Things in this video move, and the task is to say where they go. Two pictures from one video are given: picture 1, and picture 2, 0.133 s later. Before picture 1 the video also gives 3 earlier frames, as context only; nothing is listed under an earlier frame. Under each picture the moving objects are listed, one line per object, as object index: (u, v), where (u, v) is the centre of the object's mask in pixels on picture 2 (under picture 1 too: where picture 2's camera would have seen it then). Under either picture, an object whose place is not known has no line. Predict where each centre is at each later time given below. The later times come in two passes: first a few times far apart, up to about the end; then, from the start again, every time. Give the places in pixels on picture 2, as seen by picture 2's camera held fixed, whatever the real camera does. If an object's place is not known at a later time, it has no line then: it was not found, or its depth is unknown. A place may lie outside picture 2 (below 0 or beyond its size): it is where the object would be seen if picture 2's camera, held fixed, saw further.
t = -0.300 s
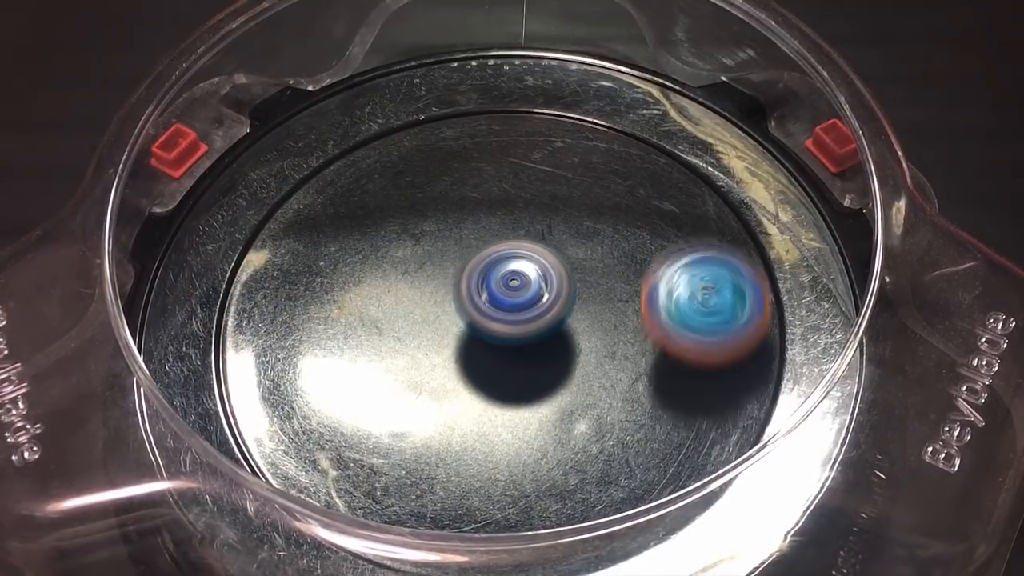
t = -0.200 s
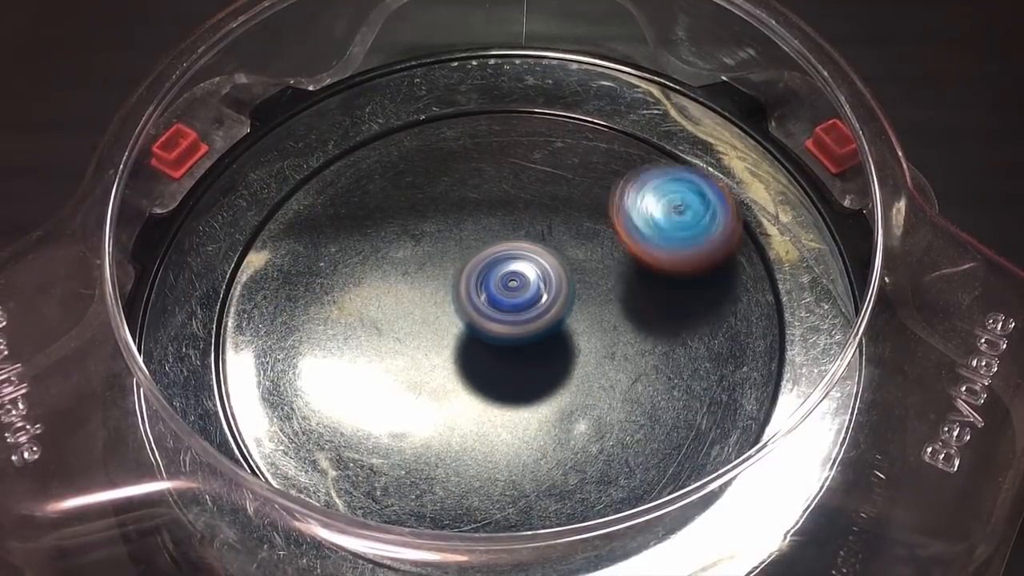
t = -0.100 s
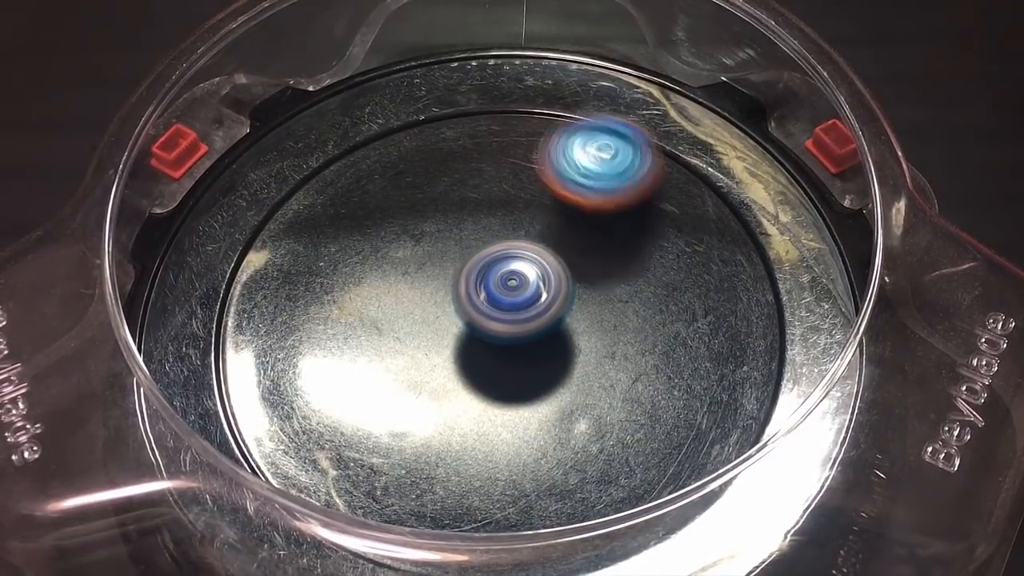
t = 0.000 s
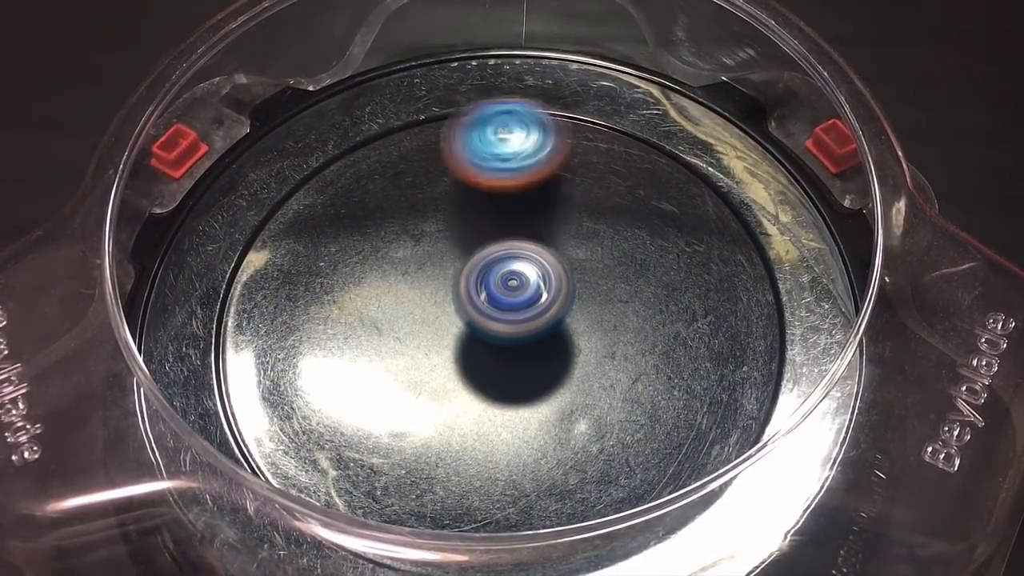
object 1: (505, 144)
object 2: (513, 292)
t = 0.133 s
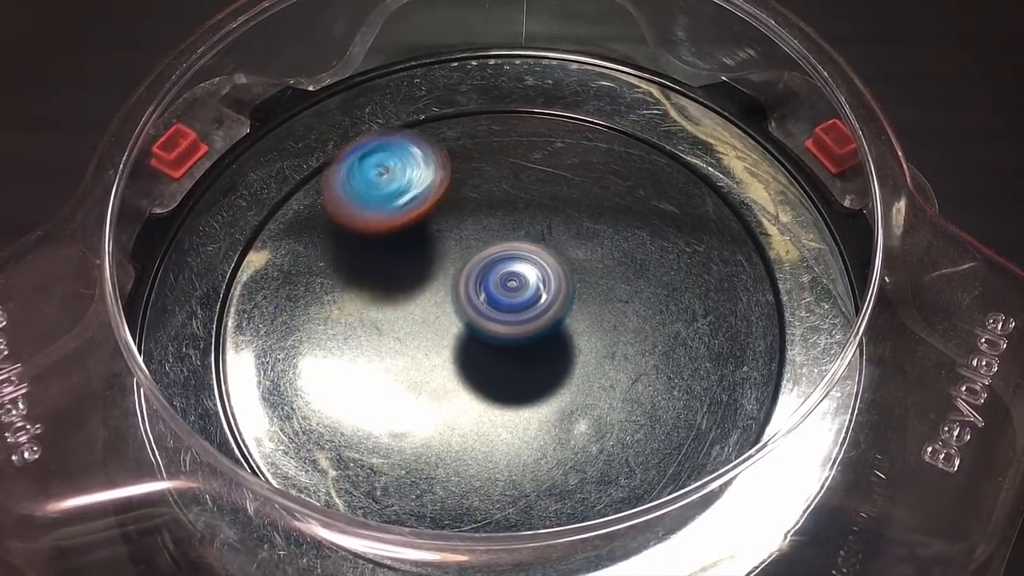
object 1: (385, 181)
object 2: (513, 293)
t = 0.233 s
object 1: (328, 252)
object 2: (512, 293)
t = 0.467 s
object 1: (408, 445)
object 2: (508, 292)
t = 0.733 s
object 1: (664, 376)
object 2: (503, 290)
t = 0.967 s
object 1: (626, 202)
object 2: (497, 288)
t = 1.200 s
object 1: (431, 176)
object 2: (490, 288)
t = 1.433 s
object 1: (324, 324)
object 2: (485, 291)
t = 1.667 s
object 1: (479, 455)
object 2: (483, 291)
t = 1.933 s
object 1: (668, 328)
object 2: (482, 296)
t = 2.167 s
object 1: (576, 190)
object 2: (486, 299)
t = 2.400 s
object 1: (392, 204)
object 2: (495, 299)
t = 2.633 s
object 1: (343, 365)
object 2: (504, 296)
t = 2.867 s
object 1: (525, 444)
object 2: (508, 294)
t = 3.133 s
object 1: (663, 293)
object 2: (511, 292)
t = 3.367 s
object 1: (549, 180)
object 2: (512, 290)
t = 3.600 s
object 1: (377, 224)
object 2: (509, 289)
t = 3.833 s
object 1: (365, 386)
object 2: (505, 287)
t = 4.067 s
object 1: (554, 437)
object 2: (500, 286)
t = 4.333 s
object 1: (657, 280)
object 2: (492, 286)
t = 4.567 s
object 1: (528, 184)
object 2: (486, 290)
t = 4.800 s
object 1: (370, 241)
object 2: (482, 294)
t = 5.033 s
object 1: (379, 395)
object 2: (484, 297)
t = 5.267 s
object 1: (564, 424)
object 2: (487, 300)
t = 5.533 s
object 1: (638, 264)
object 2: (496, 298)
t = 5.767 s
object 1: (504, 186)
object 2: (503, 295)
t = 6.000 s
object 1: (366, 260)
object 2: (507, 292)
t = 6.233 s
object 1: (411, 408)
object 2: (509, 290)
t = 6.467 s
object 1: (590, 404)
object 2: (509, 289)
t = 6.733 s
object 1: (625, 246)
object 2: (507, 288)
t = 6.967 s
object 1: (497, 184)
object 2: (482, 293)
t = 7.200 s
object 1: (368, 248)
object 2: (468, 324)
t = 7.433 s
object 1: (375, 385)
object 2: (503, 358)
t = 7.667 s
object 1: (504, 429)
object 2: (576, 332)
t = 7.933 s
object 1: (577, 360)
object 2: (605, 236)
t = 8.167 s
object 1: (473, 292)
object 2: (557, 211)
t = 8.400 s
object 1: (372, 327)
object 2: (509, 248)
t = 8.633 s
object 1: (437, 406)
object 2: (483, 303)
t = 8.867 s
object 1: (548, 385)
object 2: (507, 283)
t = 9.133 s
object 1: (586, 289)
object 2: (474, 238)
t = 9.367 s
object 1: (530, 284)
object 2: (416, 209)
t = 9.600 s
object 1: (525, 372)
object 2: (402, 221)
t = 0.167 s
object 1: (361, 202)
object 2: (513, 293)
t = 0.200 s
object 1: (341, 225)
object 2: (512, 293)
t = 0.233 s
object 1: (328, 252)
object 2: (512, 293)
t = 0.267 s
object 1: (319, 279)
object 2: (511, 293)
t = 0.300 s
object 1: (316, 312)
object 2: (510, 293)
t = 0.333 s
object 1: (320, 343)
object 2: (510, 293)
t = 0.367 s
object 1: (330, 373)
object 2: (510, 292)
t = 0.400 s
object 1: (351, 402)
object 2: (509, 292)
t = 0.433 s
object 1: (377, 427)
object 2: (509, 292)
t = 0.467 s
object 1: (408, 445)
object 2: (508, 292)
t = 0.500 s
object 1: (442, 459)
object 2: (508, 291)
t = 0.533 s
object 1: (480, 464)
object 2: (507, 290)
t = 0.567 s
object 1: (518, 463)
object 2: (506, 291)
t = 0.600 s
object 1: (556, 457)
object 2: (506, 291)
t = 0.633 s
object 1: (589, 444)
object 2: (506, 291)
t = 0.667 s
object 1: (622, 425)
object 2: (505, 289)
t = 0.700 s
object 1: (647, 401)
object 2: (504, 289)
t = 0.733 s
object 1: (664, 376)
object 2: (503, 290)
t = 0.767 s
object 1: (676, 350)
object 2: (502, 290)
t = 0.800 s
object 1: (682, 320)
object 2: (502, 288)
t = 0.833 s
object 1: (682, 293)
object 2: (501, 288)
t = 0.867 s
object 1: (676, 268)
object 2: (500, 289)
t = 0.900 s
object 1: (664, 242)
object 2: (499, 288)
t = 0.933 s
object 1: (647, 220)
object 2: (498, 287)
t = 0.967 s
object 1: (626, 202)
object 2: (497, 288)
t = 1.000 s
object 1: (603, 187)
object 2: (496, 288)
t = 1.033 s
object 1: (577, 174)
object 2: (496, 287)
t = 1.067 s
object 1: (548, 167)
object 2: (495, 288)
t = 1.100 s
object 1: (519, 163)
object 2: (494, 287)
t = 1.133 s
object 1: (489, 163)
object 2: (493, 287)
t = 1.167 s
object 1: (459, 167)
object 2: (491, 288)
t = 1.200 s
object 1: (431, 176)
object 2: (490, 288)
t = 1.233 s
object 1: (404, 188)
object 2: (490, 289)
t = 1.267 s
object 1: (380, 204)
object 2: (489, 289)
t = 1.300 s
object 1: (359, 223)
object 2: (488, 289)
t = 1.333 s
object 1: (343, 245)
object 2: (487, 290)
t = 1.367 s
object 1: (332, 270)
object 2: (486, 290)
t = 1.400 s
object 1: (325, 297)
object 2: (486, 291)
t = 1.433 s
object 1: (324, 324)
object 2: (485, 291)
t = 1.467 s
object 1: (328, 351)
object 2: (484, 291)
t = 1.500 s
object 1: (340, 377)
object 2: (484, 292)
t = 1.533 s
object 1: (357, 402)
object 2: (484, 291)
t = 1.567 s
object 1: (383, 423)
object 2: (484, 291)
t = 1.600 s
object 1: (410, 439)
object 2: (483, 293)
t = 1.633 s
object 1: (444, 451)
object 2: (483, 292)
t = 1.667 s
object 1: (479, 455)
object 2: (483, 291)
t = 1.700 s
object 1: (511, 455)
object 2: (483, 293)
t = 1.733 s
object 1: (547, 451)
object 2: (483, 293)
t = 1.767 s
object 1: (581, 439)
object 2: (483, 291)
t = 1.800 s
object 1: (608, 422)
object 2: (482, 293)
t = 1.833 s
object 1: (632, 402)
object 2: (482, 295)
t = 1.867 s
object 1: (651, 376)
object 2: (483, 293)
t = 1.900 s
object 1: (662, 352)
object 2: (483, 294)
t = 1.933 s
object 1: (668, 328)
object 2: (482, 296)
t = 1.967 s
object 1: (668, 301)
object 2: (483, 296)
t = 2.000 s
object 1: (664, 276)
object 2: (483, 296)
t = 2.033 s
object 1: (653, 256)
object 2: (484, 298)
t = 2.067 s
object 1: (638, 234)
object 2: (484, 298)
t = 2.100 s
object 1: (620, 215)
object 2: (485, 297)
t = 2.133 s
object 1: (599, 202)
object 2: (485, 299)
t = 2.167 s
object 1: (576, 190)
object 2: (486, 299)
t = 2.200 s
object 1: (551, 180)
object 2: (488, 299)
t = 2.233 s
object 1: (523, 175)
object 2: (489, 299)
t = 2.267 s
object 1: (496, 173)
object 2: (489, 299)
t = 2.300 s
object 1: (468, 175)
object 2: (491, 299)
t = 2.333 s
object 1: (442, 181)
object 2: (492, 298)
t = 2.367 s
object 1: (415, 191)
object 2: (493, 298)
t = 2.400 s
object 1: (392, 204)
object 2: (495, 299)
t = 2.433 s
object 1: (371, 220)
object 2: (496, 297)
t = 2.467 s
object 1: (355, 241)
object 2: (498, 297)
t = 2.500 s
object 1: (343, 264)
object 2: (499, 297)
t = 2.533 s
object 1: (335, 287)
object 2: (501, 296)
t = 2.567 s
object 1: (332, 313)
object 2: (502, 296)
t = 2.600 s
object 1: (334, 340)
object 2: (502, 296)
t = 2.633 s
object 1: (343, 365)
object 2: (504, 296)
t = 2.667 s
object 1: (357, 388)
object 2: (504, 295)
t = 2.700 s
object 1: (378, 409)
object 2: (505, 296)
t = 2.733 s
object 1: (402, 426)
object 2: (506, 295)
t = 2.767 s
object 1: (431, 437)
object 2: (507, 294)
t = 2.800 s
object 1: (462, 445)
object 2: (507, 295)
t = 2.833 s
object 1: (494, 447)
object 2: (508, 294)
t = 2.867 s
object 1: (525, 444)
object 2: (508, 294)
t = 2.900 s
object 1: (559, 436)
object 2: (509, 294)
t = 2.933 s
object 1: (585, 424)
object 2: (509, 293)
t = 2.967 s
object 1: (609, 409)
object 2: (510, 293)
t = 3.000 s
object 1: (631, 389)
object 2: (510, 292)
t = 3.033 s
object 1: (648, 367)
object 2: (510, 293)
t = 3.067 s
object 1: (658, 342)
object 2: (511, 293)
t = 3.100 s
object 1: (663, 319)
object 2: (511, 291)
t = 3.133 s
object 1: (663, 293)
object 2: (511, 292)
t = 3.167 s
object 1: (658, 271)
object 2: (511, 291)
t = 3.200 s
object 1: (648, 249)
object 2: (512, 291)
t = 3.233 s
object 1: (634, 230)
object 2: (511, 291)
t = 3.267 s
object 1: (617, 213)
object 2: (512, 291)
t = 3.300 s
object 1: (597, 199)
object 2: (512, 291)
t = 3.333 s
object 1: (574, 187)
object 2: (512, 290)
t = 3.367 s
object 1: (549, 180)
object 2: (512, 290)
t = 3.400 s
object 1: (523, 175)
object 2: (512, 290)
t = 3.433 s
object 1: (497, 175)
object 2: (512, 290)
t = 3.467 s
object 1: (470, 177)
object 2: (511, 289)
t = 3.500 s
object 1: (445, 184)
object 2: (511, 290)
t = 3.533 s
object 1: (420, 194)
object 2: (511, 289)
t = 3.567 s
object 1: (398, 207)
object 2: (510, 289)
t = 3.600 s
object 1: (377, 224)
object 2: (509, 289)
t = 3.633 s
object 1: (362, 242)
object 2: (509, 288)
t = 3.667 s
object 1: (351, 265)
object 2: (508, 288)
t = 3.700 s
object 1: (344, 287)
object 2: (508, 288)
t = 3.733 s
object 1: (341, 312)
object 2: (507, 288)
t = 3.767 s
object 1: (343, 339)
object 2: (506, 288)
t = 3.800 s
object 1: (351, 364)
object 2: (506, 287)
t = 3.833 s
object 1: (365, 386)
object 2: (505, 287)
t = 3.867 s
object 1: (384, 407)
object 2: (504, 287)
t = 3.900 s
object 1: (407, 423)
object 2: (504, 287)
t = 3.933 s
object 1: (434, 435)
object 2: (503, 286)
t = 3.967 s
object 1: (461, 443)
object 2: (502, 286)
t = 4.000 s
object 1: (494, 445)
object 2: (501, 287)
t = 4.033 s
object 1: (523, 445)
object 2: (500, 286)
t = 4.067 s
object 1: (554, 437)
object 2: (500, 286)
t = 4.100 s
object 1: (581, 428)
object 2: (499, 286)
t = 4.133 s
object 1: (606, 412)
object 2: (497, 286)
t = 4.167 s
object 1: (626, 395)
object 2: (496, 286)
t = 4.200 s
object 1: (642, 373)
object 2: (495, 286)
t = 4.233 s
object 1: (653, 351)
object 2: (494, 286)
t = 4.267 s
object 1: (659, 326)
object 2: (494, 286)
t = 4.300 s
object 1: (661, 304)
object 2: (492, 286)
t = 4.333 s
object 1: (657, 280)
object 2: (492, 286)
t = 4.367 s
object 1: (648, 259)
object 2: (491, 287)
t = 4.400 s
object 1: (634, 239)
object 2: (490, 287)
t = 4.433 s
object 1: (618, 223)
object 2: (489, 288)
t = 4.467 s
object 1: (599, 208)
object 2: (488, 288)
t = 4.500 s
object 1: (578, 197)
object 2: (487, 289)
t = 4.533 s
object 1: (553, 188)
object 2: (487, 289)
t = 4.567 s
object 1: (528, 184)
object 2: (486, 290)
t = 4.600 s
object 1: (503, 182)
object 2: (486, 290)
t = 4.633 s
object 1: (477, 184)
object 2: (485, 291)
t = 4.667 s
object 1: (452, 189)
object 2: (484, 291)
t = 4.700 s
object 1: (428, 198)
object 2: (484, 292)
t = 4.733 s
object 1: (406, 209)
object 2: (484, 293)
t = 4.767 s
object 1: (386, 224)
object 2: (484, 293)
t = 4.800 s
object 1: (370, 241)
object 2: (482, 294)
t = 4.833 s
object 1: (358, 260)
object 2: (483, 295)
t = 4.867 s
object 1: (350, 281)
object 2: (483, 295)
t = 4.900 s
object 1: (345, 304)
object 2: (483, 295)
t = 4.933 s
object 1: (345, 328)
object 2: (483, 296)
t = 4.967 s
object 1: (351, 353)
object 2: (483, 296)
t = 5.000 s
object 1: (362, 375)
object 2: (483, 297)
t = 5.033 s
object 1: (379, 395)
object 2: (484, 297)
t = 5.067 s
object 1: (401, 412)
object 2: (483, 298)
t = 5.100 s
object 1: (425, 425)
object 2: (484, 298)
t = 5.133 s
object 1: (451, 433)
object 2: (484, 299)
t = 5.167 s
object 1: (480, 437)
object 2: (485, 299)
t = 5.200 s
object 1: (509, 436)
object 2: (486, 299)
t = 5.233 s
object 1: (537, 431)
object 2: (487, 300)
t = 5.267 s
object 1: (564, 424)
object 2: (487, 300)
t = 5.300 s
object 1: (588, 410)
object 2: (488, 300)
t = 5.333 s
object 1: (610, 394)
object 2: (489, 299)
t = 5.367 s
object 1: (627, 375)
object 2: (490, 299)
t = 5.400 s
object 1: (640, 352)
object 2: (491, 299)
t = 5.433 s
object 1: (646, 330)
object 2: (492, 299)
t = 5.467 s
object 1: (648, 306)
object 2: (493, 299)
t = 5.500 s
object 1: (646, 285)
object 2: (495, 298)
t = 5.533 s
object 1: (638, 264)
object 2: (496, 298)
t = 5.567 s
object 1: (627, 245)
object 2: (497, 298)
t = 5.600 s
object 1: (612, 228)
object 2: (498, 297)
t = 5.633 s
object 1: (595, 213)
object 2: (499, 297)
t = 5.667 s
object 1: (576, 202)
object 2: (500, 296)
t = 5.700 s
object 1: (552, 192)
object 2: (501, 296)
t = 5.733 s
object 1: (529, 188)
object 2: (502, 295)
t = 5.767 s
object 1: (504, 186)
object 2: (503, 295)
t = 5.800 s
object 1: (480, 188)
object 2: (503, 295)
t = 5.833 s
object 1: (457, 192)
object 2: (504, 294)
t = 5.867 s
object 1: (433, 200)
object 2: (505, 294)
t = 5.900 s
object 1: (413, 211)
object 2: (505, 294)
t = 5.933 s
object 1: (393, 224)
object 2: (507, 294)
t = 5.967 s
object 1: (377, 241)
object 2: (507, 293)
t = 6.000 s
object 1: (366, 260)
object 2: (507, 292)
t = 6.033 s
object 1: (358, 281)
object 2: (507, 291)
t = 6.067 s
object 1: (355, 303)
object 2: (508, 291)
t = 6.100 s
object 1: (356, 327)
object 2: (508, 291)
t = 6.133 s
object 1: (363, 351)
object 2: (508, 291)
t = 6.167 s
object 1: (374, 373)
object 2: (509, 290)
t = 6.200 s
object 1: (390, 392)
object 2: (509, 290)
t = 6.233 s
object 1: (411, 408)
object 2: (509, 290)
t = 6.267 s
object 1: (435, 420)
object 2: (509, 290)
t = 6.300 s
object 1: (461, 427)
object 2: (509, 290)
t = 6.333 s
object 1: (488, 431)
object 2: (509, 290)
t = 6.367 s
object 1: (515, 429)
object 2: (509, 290)
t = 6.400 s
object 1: (542, 425)
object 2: (509, 290)
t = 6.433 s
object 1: (568, 415)
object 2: (509, 290)
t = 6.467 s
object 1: (590, 404)
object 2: (509, 289)
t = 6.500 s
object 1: (609, 387)
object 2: (509, 289)
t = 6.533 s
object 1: (627, 368)
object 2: (509, 289)
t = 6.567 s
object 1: (638, 349)
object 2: (509, 289)
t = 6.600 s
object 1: (645, 326)
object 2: (509, 289)
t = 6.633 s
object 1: (646, 306)
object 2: (508, 289)
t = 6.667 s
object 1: (643, 285)
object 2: (508, 288)
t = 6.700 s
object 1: (637, 264)
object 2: (508, 288)
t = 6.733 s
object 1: (625, 246)
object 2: (507, 288)
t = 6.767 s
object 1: (611, 229)
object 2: (505, 288)
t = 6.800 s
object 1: (598, 214)
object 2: (500, 289)
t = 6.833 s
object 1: (583, 202)
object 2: (496, 290)
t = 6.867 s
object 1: (563, 192)
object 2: (492, 291)
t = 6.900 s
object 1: (542, 187)
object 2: (489, 291)
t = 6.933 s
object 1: (520, 184)
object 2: (486, 292)
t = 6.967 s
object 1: (497, 184)
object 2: (482, 293)
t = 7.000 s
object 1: (474, 188)
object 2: (480, 294)
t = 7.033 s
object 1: (452, 191)
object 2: (477, 299)
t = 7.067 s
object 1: (431, 196)
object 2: (475, 306)
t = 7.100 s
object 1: (413, 203)
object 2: (473, 311)
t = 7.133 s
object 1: (394, 215)
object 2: (471, 316)
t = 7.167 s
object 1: (379, 230)
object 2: (470, 320)
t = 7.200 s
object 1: (368, 248)
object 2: (468, 324)
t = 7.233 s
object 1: (361, 266)
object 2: (467, 327)
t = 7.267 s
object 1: (351, 282)
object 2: (474, 336)
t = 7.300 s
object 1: (345, 300)
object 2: (481, 342)
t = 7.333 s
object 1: (344, 320)
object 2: (486, 348)
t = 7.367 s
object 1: (349, 345)
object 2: (491, 353)
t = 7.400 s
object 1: (360, 365)
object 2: (496, 356)
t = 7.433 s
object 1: (375, 385)
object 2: (503, 358)
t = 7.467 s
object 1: (381, 401)
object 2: (523, 356)
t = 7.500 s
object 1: (393, 416)
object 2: (539, 351)
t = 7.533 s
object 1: (409, 426)
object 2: (550, 349)
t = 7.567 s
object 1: (431, 432)
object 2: (558, 346)
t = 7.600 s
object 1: (457, 433)
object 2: (564, 343)
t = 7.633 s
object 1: (483, 431)
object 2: (568, 340)
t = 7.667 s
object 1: (504, 429)
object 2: (576, 332)
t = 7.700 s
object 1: (523, 425)
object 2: (583, 323)
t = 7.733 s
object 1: (541, 417)
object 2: (590, 315)
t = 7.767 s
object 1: (555, 411)
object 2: (596, 300)
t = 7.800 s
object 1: (566, 402)
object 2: (600, 288)
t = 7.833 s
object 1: (577, 389)
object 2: (601, 280)
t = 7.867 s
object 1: (580, 378)
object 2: (605, 266)
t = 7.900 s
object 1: (580, 371)
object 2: (607, 249)
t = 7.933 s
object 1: (577, 360)
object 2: (605, 236)
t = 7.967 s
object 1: (570, 345)
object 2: (602, 226)
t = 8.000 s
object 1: (560, 331)
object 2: (597, 218)
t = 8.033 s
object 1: (546, 320)
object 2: (591, 213)
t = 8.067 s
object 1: (529, 310)
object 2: (582, 210)
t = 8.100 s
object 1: (511, 301)
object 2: (574, 208)
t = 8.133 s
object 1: (492, 296)
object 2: (566, 209)
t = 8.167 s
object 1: (473, 292)
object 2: (557, 211)
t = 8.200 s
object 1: (455, 291)
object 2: (549, 215)
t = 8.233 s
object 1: (437, 291)
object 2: (542, 218)
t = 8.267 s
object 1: (420, 294)
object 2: (535, 223)
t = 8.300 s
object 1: (405, 300)
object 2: (529, 228)
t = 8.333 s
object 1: (392, 307)
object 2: (522, 233)
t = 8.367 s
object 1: (380, 317)
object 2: (516, 240)
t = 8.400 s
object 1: (372, 327)
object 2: (509, 248)
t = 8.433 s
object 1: (366, 340)
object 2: (504, 256)
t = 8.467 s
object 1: (366, 354)
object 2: (499, 265)
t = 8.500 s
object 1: (370, 369)
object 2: (494, 274)
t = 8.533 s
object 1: (380, 383)
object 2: (490, 283)
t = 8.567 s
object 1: (396, 393)
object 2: (486, 291)
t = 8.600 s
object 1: (419, 400)
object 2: (482, 299)
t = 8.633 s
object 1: (437, 406)
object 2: (483, 303)
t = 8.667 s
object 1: (451, 412)
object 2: (489, 301)
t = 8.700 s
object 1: (467, 413)
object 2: (495, 301)
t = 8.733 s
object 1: (485, 409)
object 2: (499, 300)
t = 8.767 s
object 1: (502, 406)
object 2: (502, 297)
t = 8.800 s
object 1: (518, 401)
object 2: (505, 291)
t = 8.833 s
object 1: (533, 393)
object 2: (507, 289)
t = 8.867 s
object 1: (548, 385)
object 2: (507, 283)
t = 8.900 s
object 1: (561, 376)
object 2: (507, 277)
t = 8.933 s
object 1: (571, 363)
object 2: (506, 273)
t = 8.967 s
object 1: (579, 350)
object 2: (503, 266)
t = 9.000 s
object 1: (588, 340)
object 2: (498, 257)
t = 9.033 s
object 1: (591, 328)
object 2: (492, 250)
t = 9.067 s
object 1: (592, 314)
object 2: (487, 246)
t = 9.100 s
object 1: (587, 299)
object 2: (483, 244)
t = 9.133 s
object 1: (586, 289)
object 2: (474, 238)
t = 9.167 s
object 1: (585, 284)
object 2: (461, 229)
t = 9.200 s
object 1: (581, 278)
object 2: (452, 225)
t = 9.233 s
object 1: (572, 272)
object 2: (445, 222)
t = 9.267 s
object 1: (558, 268)
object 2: (440, 221)
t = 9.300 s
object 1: (544, 267)
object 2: (436, 220)
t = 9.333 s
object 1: (536, 274)
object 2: (425, 213)
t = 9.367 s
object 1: (530, 284)
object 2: (416, 209)
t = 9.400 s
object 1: (523, 295)
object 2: (411, 208)
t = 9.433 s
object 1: (521, 307)
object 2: (407, 207)
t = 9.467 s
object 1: (518, 321)
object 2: (404, 208)
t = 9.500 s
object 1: (517, 336)
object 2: (401, 210)
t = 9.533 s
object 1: (516, 350)
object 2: (400, 214)
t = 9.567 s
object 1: (519, 362)
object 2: (401, 218)
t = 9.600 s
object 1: (525, 372)
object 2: (402, 221)
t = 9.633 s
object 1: (532, 380)
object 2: (404, 224)
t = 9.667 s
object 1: (542, 385)
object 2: (407, 228)
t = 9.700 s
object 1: (554, 387)
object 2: (411, 233)
